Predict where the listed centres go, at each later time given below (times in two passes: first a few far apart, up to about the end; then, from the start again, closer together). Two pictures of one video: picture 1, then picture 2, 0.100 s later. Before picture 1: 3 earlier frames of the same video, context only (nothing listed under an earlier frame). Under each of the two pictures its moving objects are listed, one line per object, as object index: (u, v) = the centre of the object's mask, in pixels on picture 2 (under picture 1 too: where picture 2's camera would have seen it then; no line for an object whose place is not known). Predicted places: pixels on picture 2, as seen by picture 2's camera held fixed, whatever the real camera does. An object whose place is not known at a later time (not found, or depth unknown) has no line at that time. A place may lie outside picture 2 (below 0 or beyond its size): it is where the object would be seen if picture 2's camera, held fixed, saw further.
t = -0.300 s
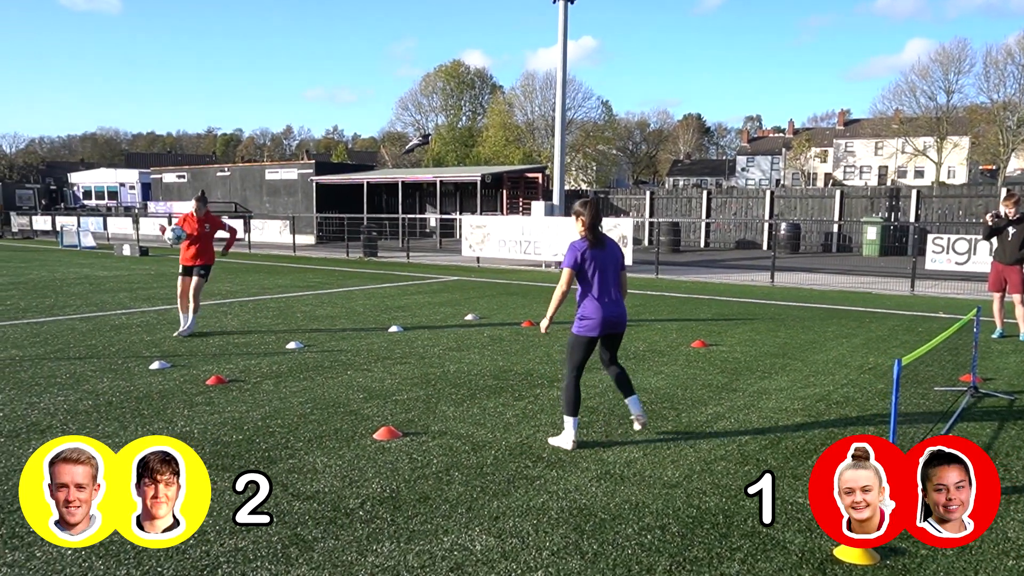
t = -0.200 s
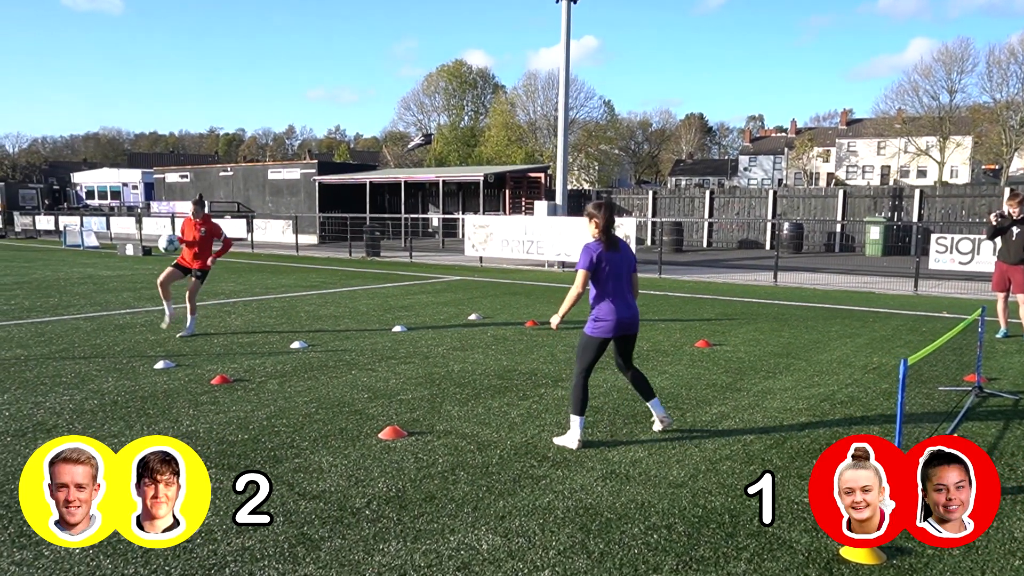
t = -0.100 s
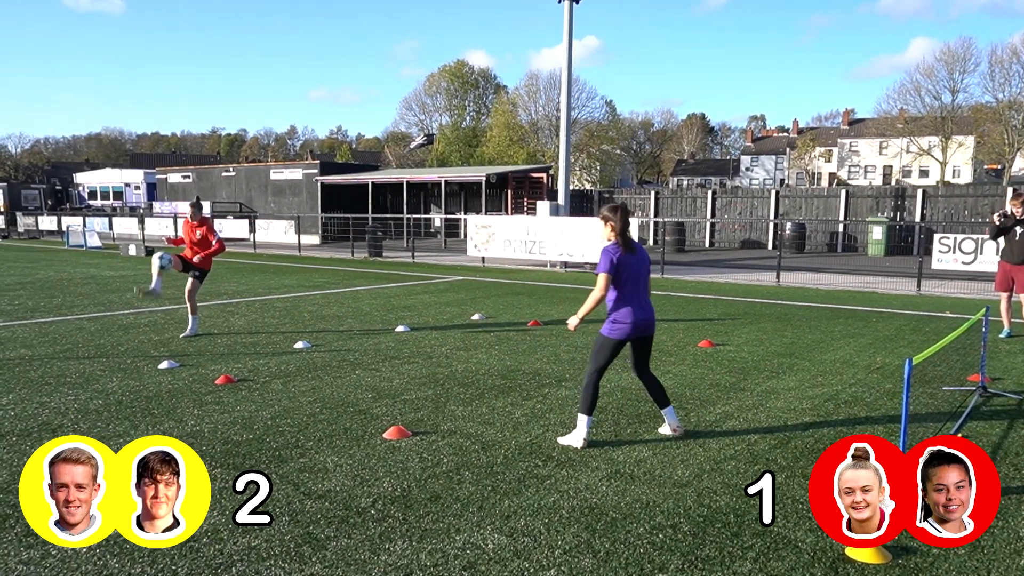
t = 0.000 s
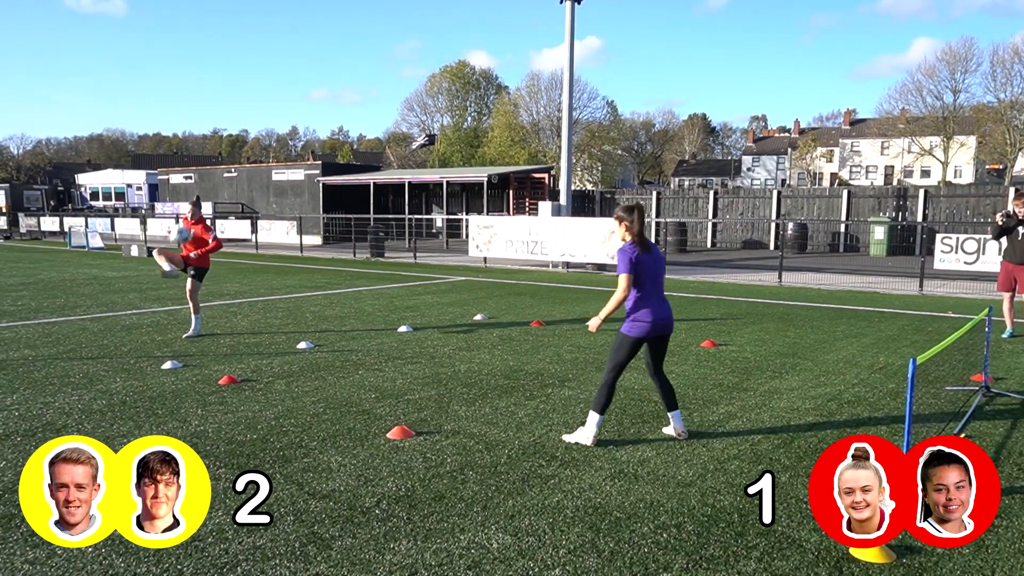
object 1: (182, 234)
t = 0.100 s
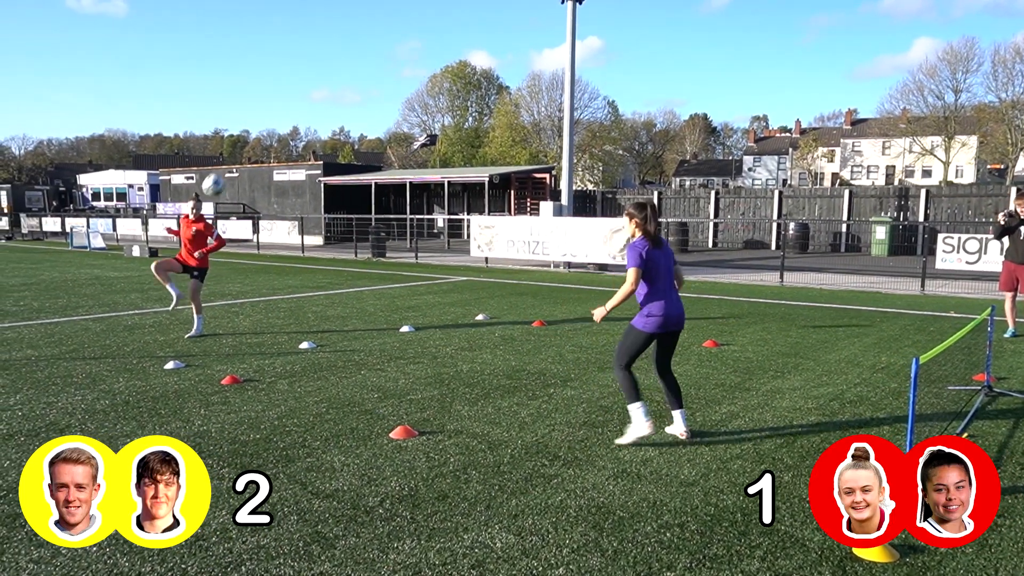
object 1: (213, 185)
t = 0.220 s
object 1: (254, 134)
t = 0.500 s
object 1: (356, 65)
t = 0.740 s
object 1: (454, 68)
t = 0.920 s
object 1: (531, 117)
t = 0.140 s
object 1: (228, 166)
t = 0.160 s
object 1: (233, 158)
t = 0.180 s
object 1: (240, 150)
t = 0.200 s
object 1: (247, 141)
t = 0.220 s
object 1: (254, 134)
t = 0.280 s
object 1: (275, 113)
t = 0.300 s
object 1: (282, 107)
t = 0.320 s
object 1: (289, 101)
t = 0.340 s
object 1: (296, 96)
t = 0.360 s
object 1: (303, 90)
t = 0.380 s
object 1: (311, 85)
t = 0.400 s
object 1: (318, 81)
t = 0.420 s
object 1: (325, 77)
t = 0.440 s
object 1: (333, 73)
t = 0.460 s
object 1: (340, 70)
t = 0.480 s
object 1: (348, 67)
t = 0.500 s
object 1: (356, 65)
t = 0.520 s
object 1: (364, 62)
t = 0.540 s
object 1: (371, 61)
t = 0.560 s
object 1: (379, 60)
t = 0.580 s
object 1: (388, 59)
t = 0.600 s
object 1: (396, 58)
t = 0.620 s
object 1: (404, 58)
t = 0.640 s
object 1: (412, 59)
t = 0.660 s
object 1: (421, 60)
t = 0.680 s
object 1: (429, 61)
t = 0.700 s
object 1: (437, 63)
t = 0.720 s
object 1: (446, 65)
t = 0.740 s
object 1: (454, 68)
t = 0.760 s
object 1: (463, 71)
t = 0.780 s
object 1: (471, 76)
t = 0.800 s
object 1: (480, 79)
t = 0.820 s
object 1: (489, 84)
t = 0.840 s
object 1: (497, 90)
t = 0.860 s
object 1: (505, 96)
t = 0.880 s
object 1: (515, 103)
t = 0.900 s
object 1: (524, 110)
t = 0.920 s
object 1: (531, 117)
